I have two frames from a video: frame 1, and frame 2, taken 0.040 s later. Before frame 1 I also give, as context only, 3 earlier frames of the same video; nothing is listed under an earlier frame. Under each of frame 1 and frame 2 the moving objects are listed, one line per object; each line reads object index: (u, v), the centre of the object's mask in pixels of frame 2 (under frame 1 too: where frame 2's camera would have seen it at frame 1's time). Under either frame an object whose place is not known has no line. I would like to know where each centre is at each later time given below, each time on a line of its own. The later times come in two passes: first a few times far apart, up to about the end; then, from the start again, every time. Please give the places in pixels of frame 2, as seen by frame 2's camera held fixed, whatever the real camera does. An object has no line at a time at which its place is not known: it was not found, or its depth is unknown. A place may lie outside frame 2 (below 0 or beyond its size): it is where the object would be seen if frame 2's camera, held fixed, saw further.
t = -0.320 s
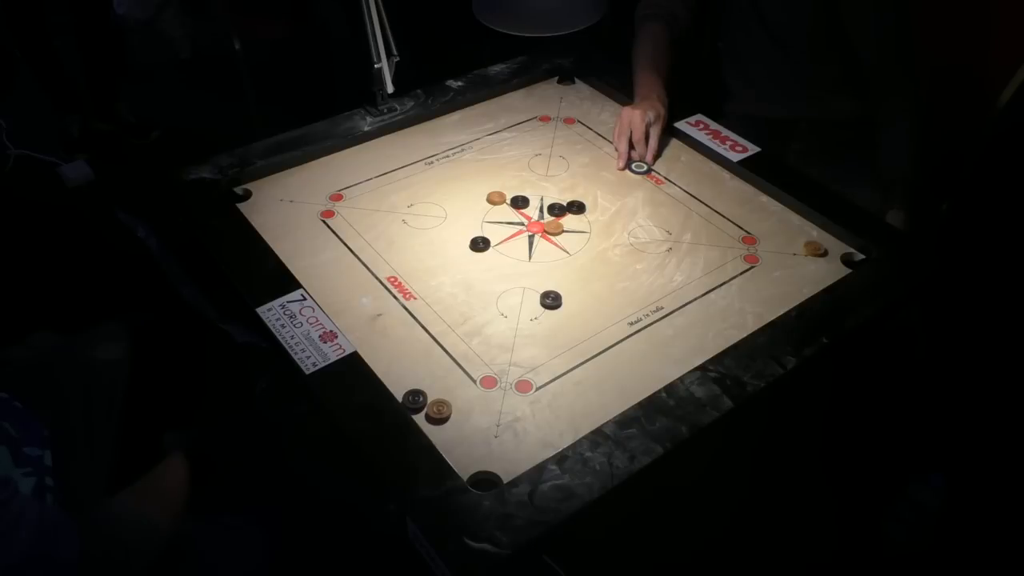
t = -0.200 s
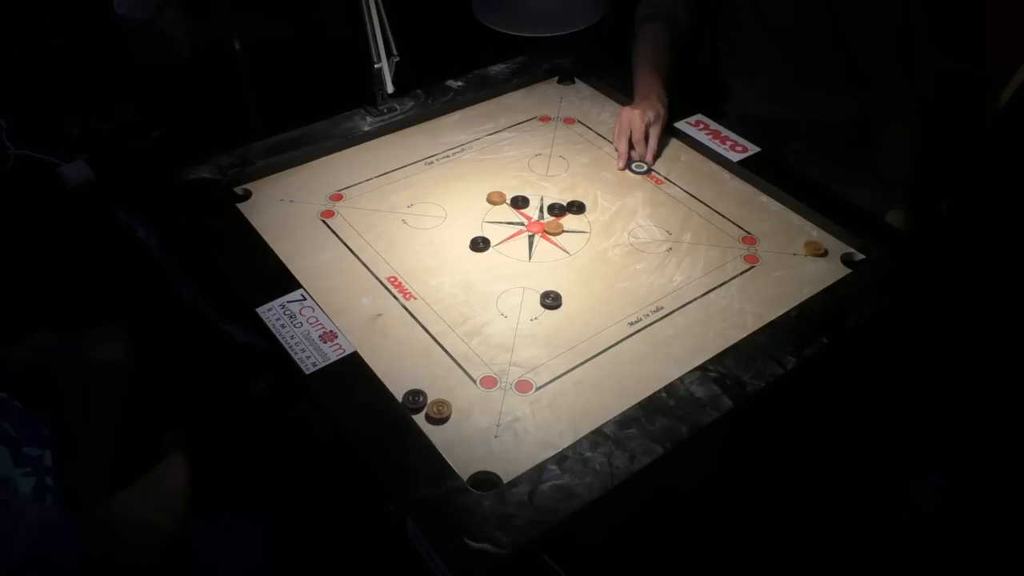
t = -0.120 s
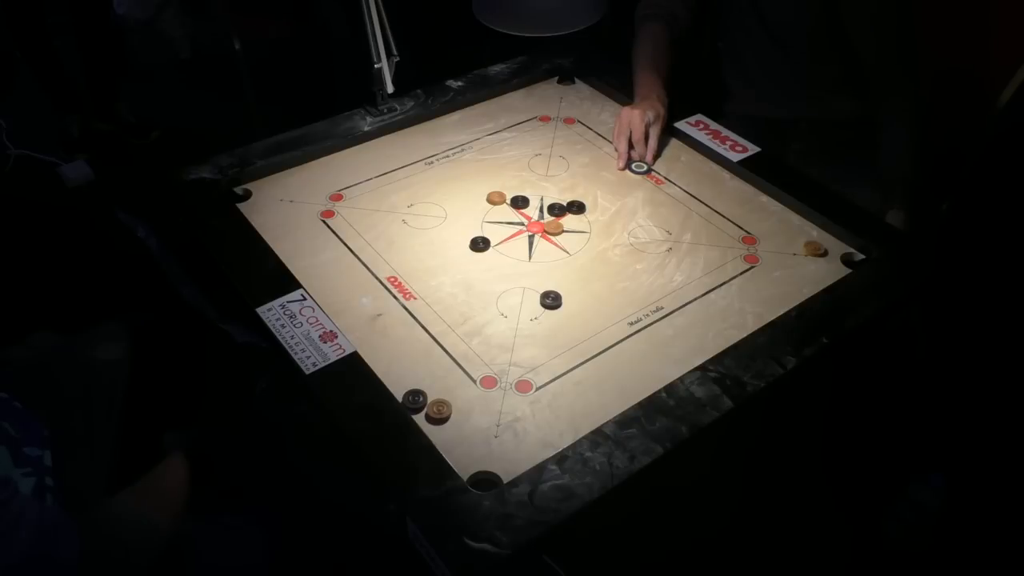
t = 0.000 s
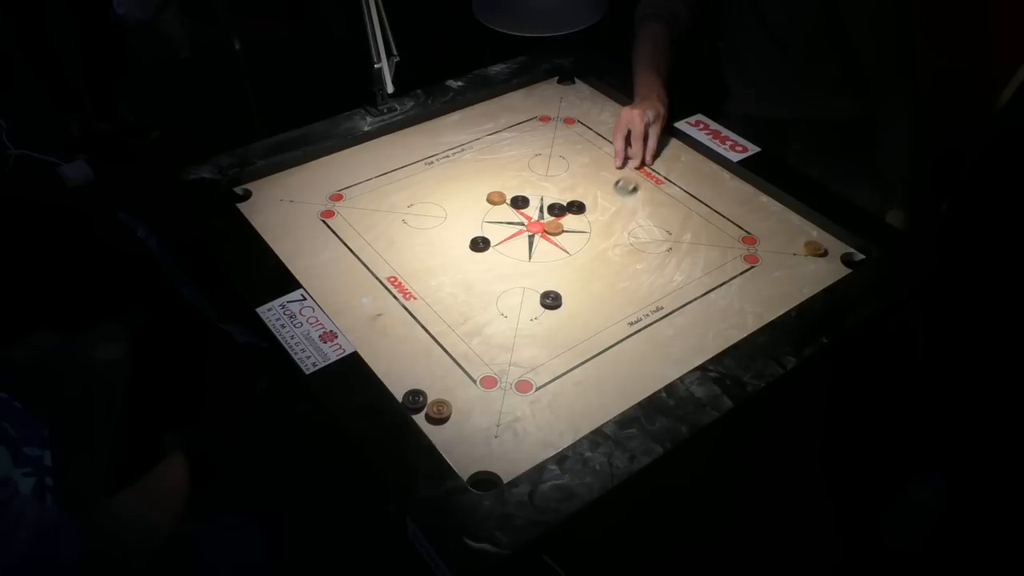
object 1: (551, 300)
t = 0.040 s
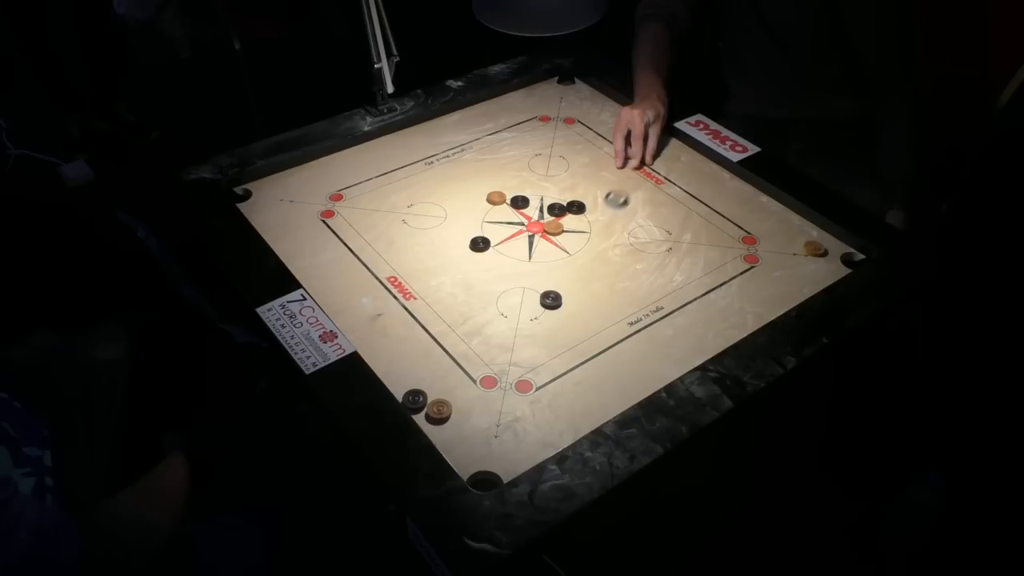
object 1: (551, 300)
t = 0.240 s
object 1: (551, 300)
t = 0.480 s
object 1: (530, 366)
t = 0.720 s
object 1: (501, 458)
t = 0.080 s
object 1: (551, 300)
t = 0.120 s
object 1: (551, 300)
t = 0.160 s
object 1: (551, 300)
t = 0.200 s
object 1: (551, 300)
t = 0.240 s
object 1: (551, 300)
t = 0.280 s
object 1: (550, 300)
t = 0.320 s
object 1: (550, 302)
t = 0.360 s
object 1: (545, 318)
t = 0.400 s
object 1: (540, 335)
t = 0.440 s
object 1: (535, 351)
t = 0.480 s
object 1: (530, 366)
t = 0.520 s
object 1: (525, 383)
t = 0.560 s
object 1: (520, 400)
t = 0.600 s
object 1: (515, 415)
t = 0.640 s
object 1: (511, 430)
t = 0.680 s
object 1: (506, 444)
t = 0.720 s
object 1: (501, 458)
